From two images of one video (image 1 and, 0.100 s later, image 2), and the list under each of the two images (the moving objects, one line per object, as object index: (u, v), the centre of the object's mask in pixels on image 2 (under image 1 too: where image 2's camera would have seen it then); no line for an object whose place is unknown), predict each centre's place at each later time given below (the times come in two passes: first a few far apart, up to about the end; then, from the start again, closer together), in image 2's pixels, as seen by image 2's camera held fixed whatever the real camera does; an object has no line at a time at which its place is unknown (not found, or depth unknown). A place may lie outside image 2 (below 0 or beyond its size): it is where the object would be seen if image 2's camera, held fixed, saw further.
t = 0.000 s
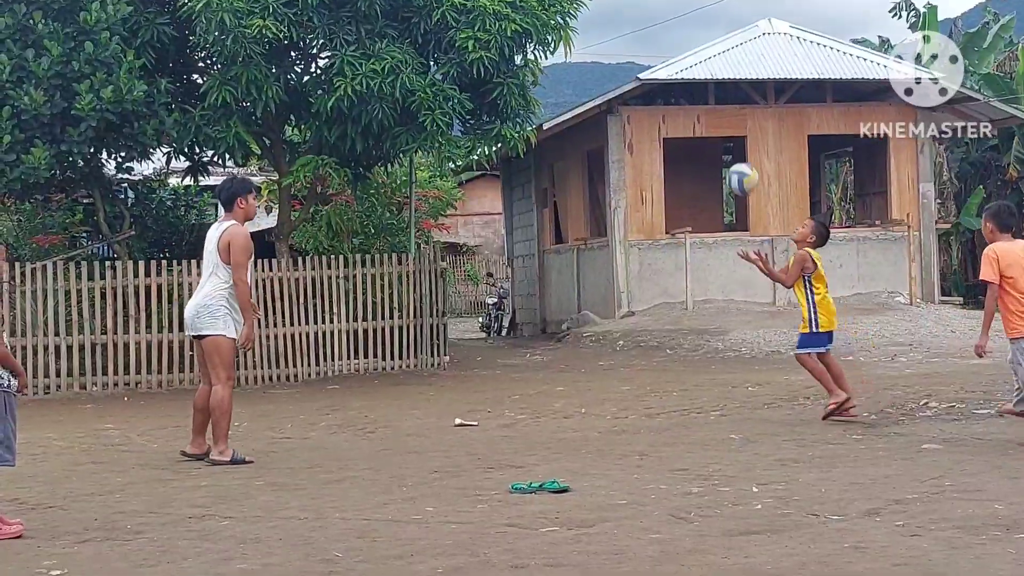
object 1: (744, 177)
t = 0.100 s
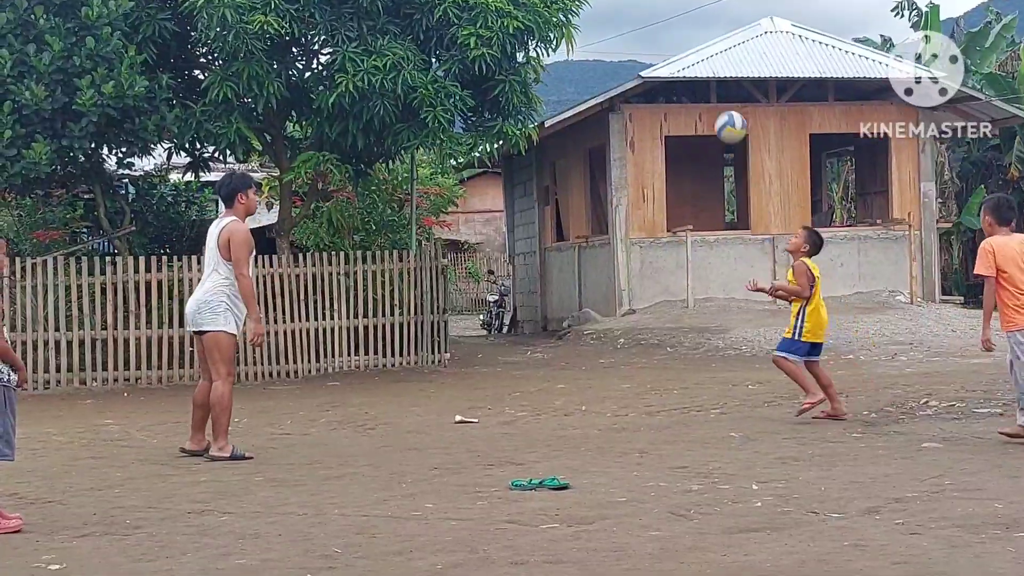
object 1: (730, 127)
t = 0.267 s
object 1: (710, 78)
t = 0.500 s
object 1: (683, 75)
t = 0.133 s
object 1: (726, 113)
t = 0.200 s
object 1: (717, 91)
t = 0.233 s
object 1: (713, 85)
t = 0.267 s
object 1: (710, 78)
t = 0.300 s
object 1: (705, 72)
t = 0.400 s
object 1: (694, 66)
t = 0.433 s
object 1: (690, 67)
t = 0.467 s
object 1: (687, 71)
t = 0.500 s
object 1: (683, 75)
